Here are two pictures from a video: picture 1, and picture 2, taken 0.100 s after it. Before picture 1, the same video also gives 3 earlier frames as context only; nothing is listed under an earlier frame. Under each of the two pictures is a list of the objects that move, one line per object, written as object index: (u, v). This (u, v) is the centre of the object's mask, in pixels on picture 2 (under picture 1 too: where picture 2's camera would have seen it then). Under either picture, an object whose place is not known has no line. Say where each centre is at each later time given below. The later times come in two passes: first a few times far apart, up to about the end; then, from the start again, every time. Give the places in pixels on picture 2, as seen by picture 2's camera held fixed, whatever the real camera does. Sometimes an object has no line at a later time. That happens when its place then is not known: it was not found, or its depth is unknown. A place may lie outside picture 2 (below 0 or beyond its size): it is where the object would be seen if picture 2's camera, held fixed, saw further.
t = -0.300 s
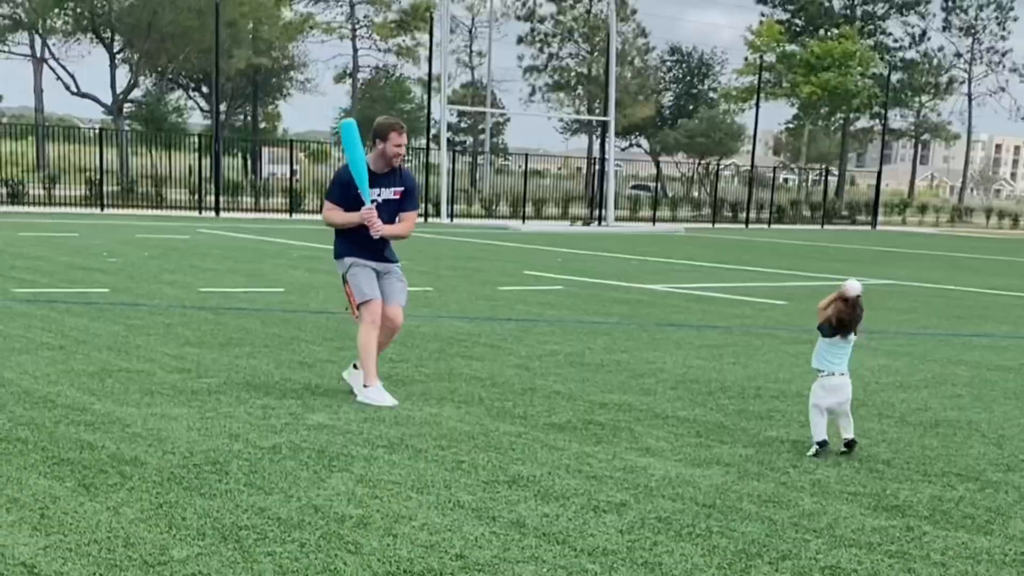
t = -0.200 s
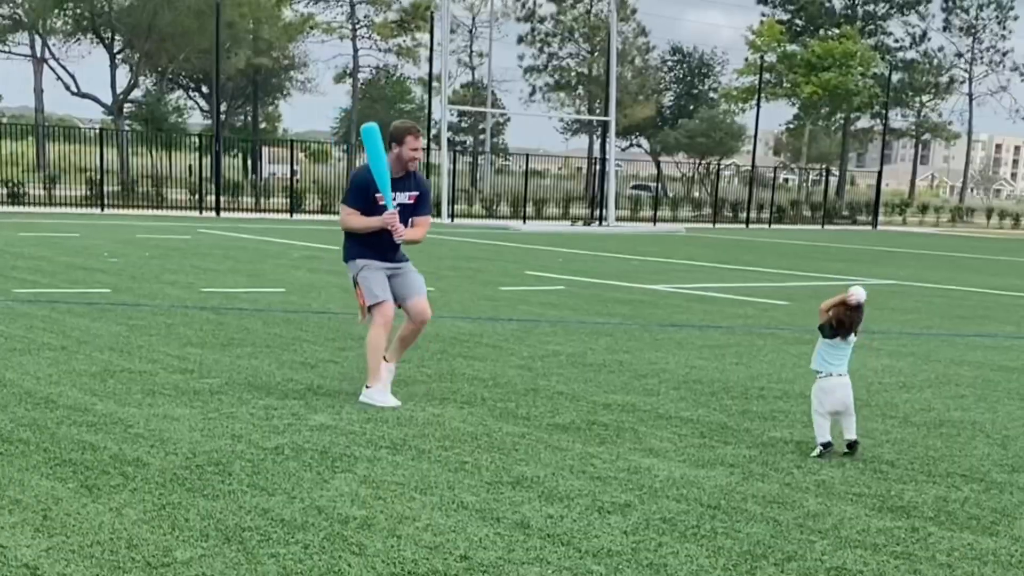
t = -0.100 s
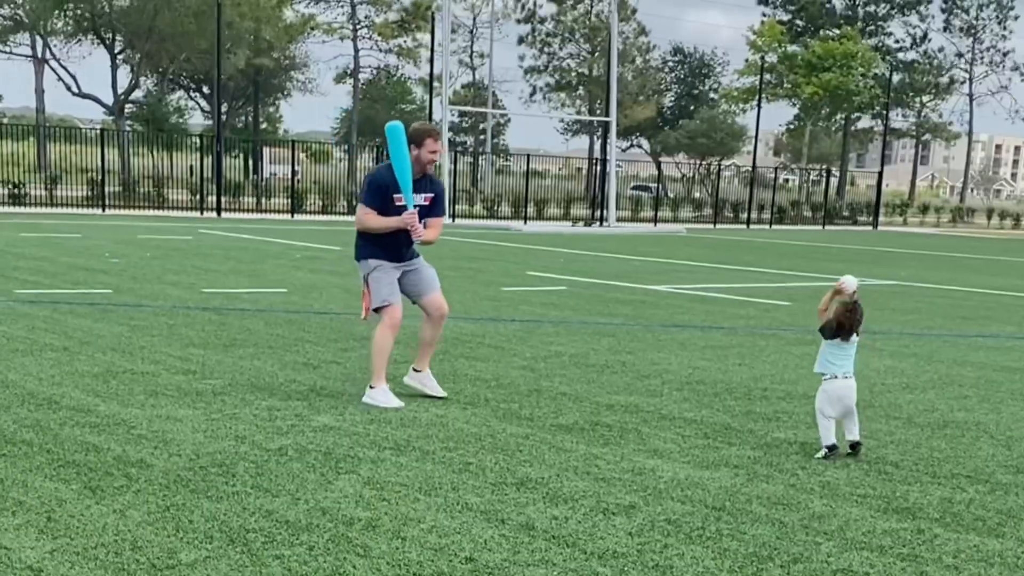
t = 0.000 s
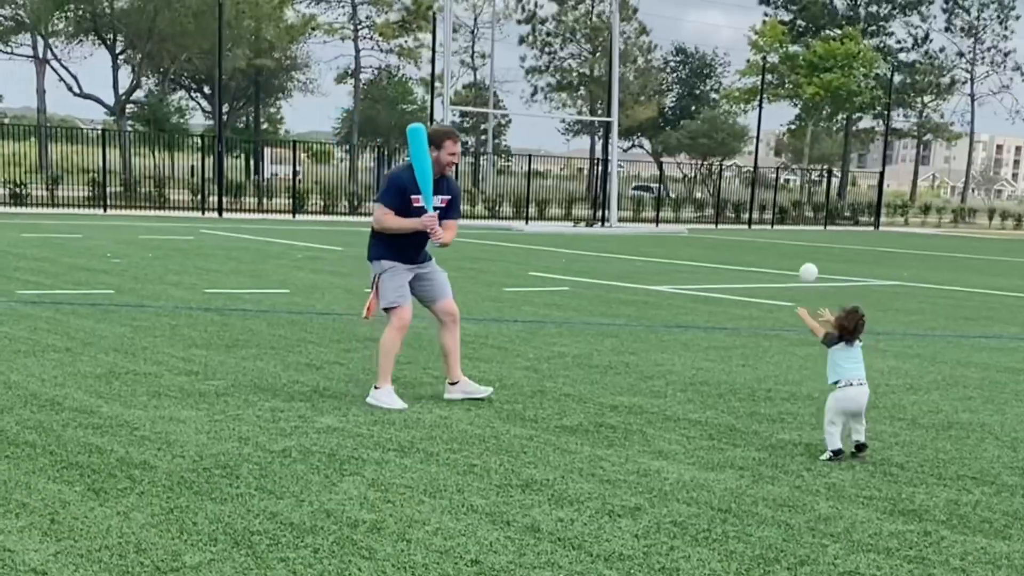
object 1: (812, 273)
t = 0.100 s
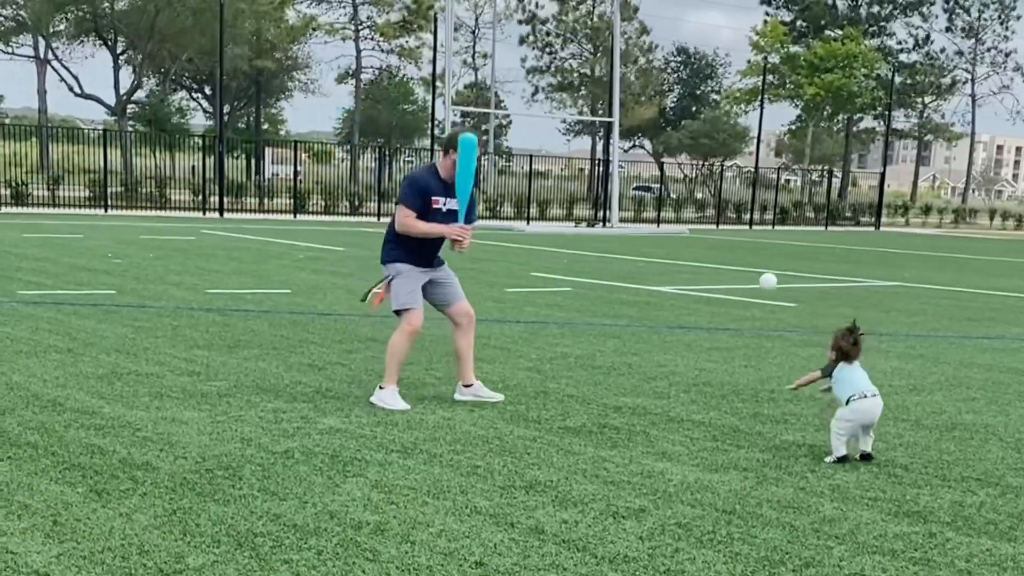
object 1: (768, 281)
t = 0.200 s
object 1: (728, 307)
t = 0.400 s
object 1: (649, 401)
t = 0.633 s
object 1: (615, 383)
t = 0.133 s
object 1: (755, 288)
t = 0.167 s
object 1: (741, 297)
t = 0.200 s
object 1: (728, 307)
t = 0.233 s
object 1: (715, 319)
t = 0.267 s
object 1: (702, 333)
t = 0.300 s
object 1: (688, 348)
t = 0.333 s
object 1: (675, 365)
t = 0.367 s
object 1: (662, 382)
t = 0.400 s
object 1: (649, 401)
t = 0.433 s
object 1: (642, 403)
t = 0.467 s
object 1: (638, 395)
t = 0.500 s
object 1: (634, 389)
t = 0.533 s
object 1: (629, 385)
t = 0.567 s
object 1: (625, 382)
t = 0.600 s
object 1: (620, 382)
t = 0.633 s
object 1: (615, 383)
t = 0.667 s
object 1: (610, 386)
